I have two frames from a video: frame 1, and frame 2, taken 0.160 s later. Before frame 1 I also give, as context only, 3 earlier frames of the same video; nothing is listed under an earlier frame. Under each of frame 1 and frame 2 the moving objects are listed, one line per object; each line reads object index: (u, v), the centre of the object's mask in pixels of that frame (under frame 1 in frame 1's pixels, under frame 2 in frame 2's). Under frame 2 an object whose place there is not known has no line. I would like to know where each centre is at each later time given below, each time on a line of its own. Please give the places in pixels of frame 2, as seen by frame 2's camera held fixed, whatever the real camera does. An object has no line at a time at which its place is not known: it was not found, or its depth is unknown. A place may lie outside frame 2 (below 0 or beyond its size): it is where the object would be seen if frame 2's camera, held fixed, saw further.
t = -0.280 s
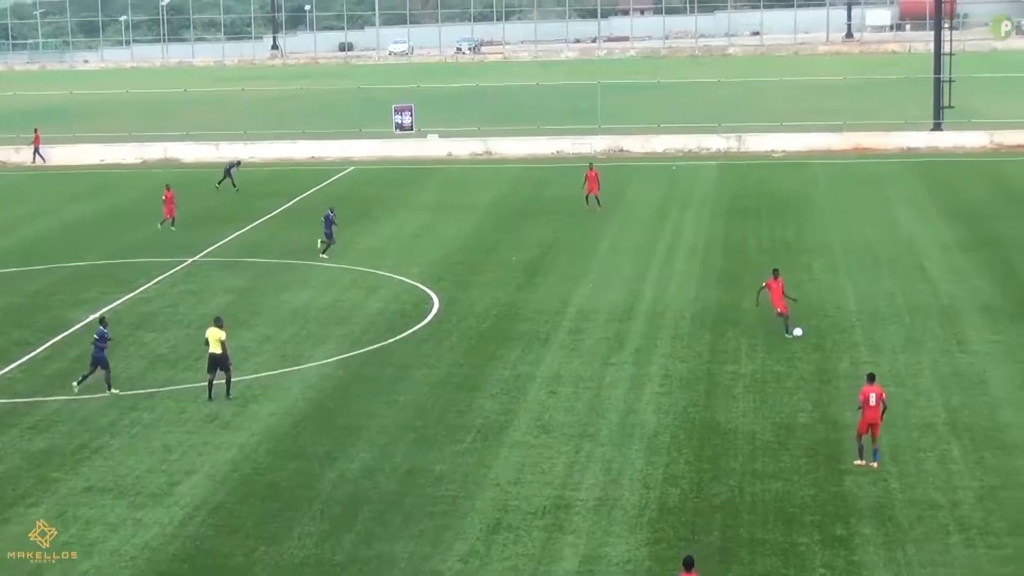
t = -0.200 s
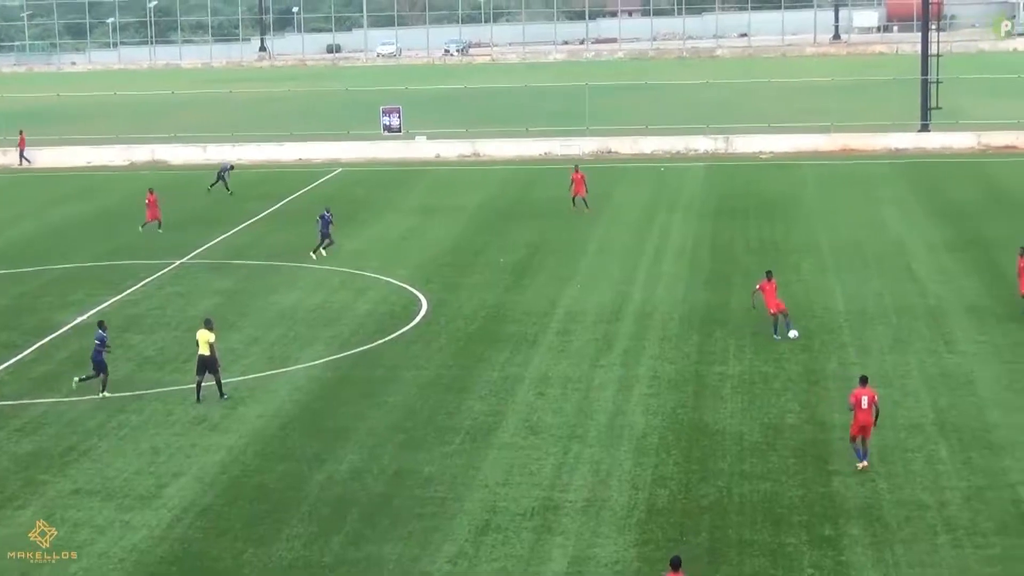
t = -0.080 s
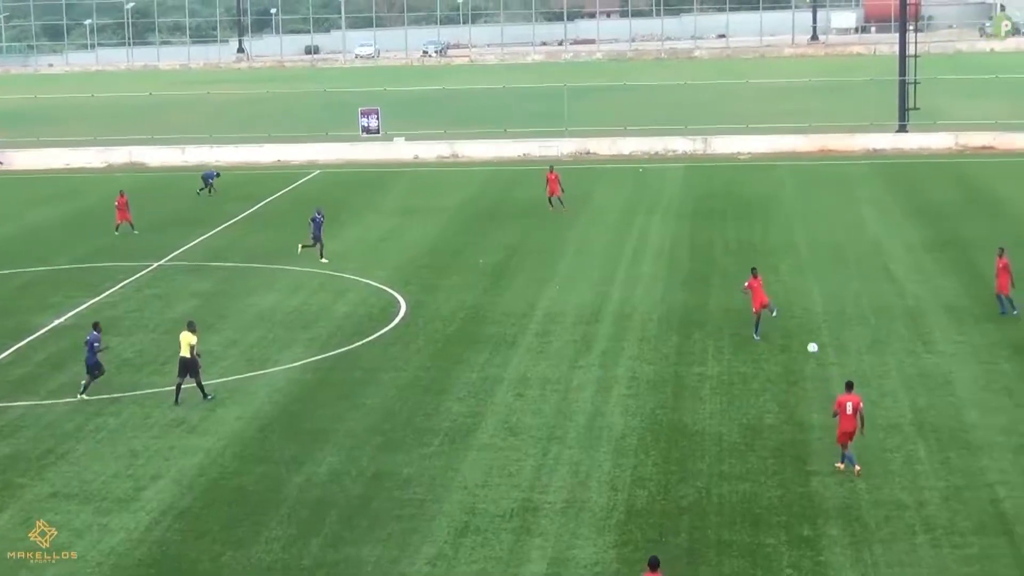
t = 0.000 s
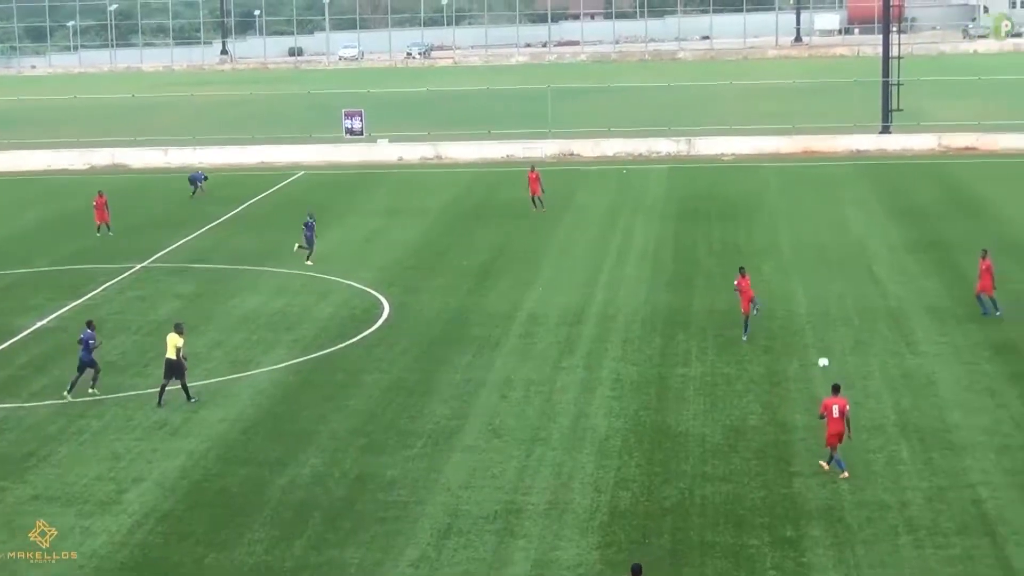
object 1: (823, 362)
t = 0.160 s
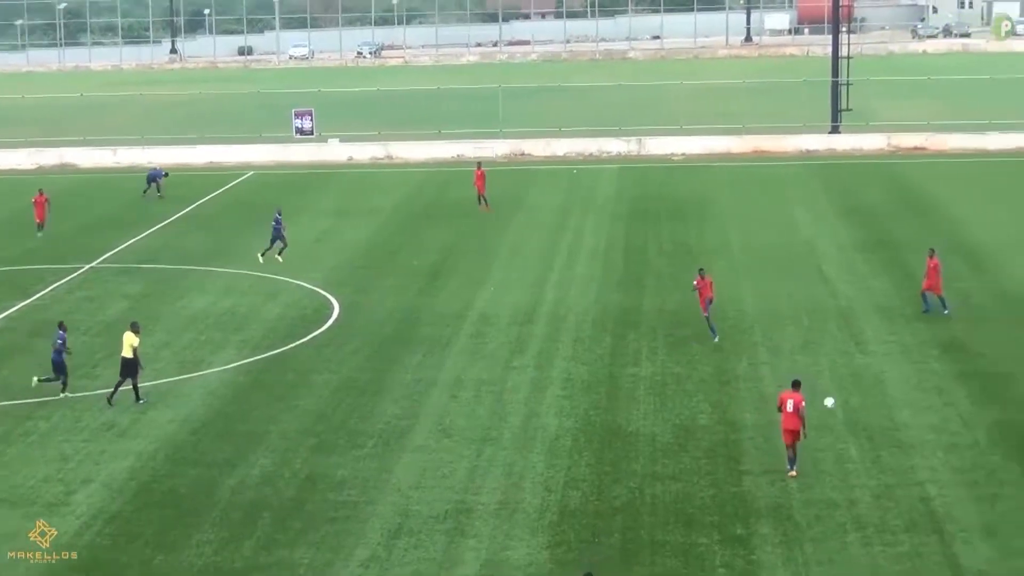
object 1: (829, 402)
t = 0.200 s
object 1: (844, 417)
